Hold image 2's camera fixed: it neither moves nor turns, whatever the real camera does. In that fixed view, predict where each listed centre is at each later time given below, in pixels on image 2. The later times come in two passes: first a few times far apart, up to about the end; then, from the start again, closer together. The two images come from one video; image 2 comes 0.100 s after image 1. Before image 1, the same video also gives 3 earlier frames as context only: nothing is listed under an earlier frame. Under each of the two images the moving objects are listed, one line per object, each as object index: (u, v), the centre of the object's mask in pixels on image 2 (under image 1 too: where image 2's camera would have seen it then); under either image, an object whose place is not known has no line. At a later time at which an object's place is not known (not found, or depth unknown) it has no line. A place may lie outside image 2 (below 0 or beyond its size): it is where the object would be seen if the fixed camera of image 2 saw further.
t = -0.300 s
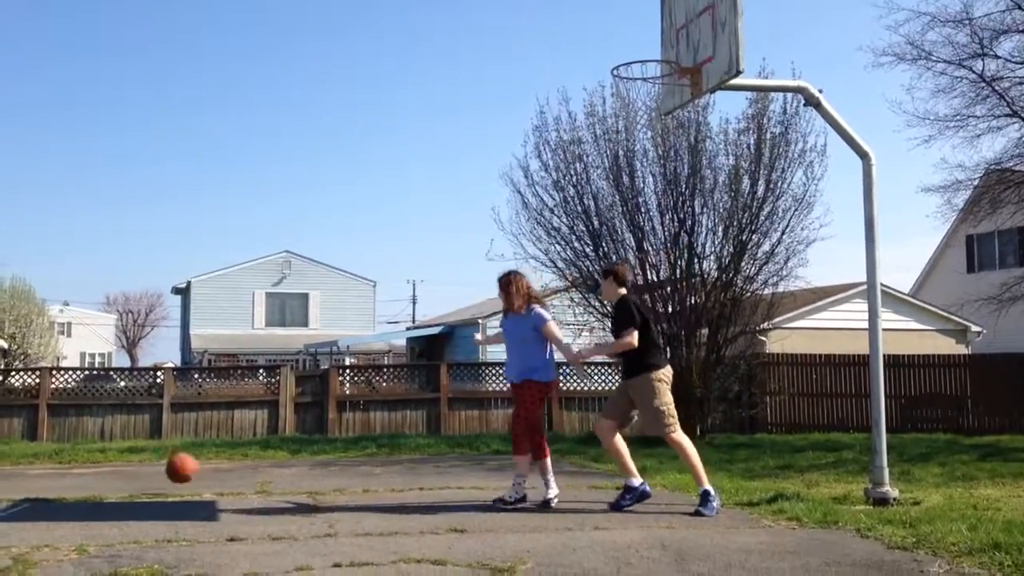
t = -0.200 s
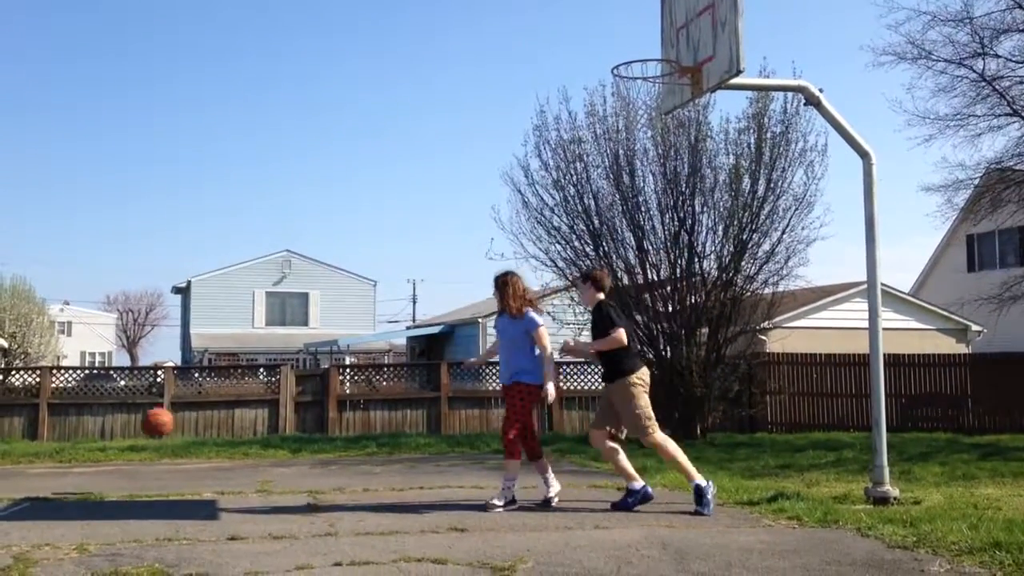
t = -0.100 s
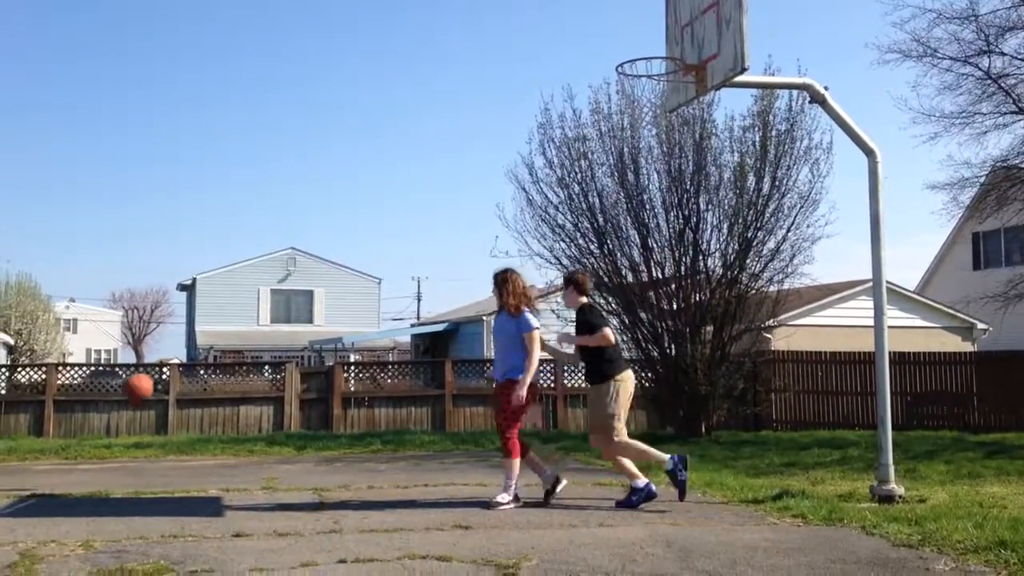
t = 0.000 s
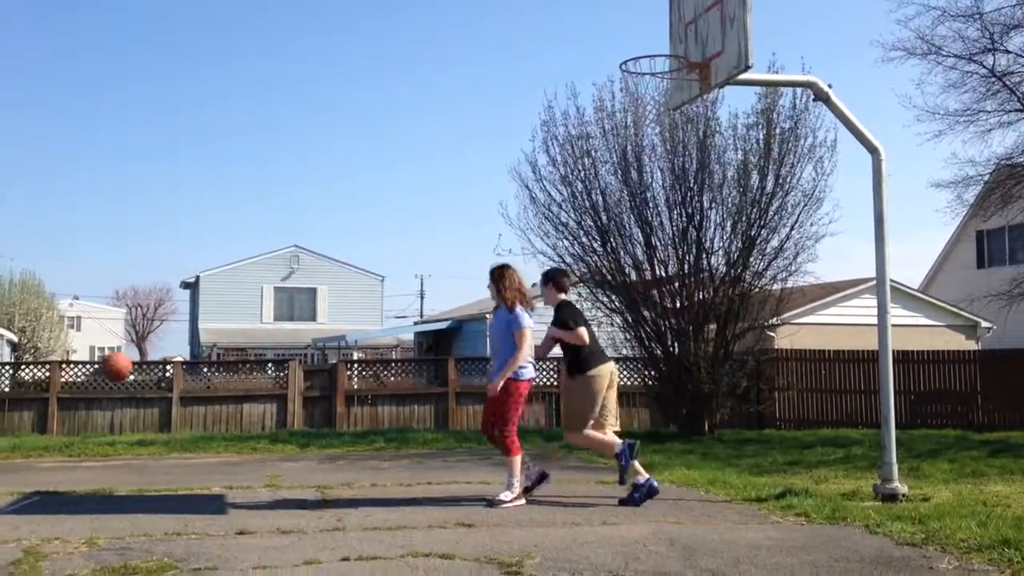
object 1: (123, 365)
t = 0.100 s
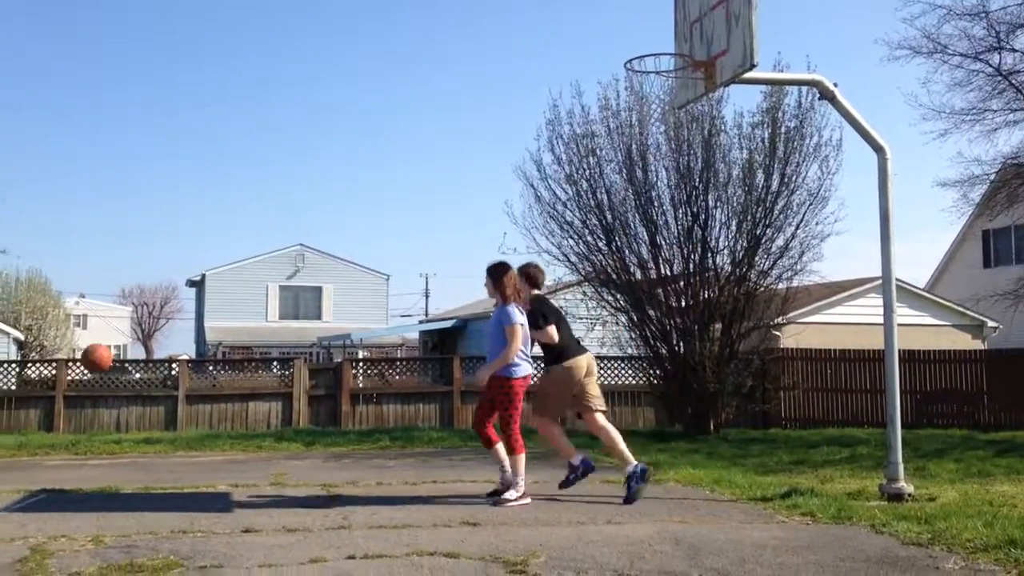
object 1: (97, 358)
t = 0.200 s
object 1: (72, 363)
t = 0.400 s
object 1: (23, 409)
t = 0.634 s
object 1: (-29, 432)
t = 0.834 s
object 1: (-74, 390)
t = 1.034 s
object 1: (-119, 392)
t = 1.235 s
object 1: (-164, 439)
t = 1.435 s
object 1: (-201, 425)
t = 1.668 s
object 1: (-239, 398)
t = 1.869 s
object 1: (-276, 422)
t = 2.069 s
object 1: (-315, 445)
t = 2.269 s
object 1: (-342, 415)
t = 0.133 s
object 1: (88, 358)
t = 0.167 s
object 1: (80, 360)
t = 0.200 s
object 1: (72, 363)
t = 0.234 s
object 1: (64, 367)
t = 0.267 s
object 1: (54, 373)
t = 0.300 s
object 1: (47, 380)
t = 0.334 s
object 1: (39, 386)
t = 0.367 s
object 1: (32, 398)
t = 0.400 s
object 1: (23, 409)
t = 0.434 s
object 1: (14, 421)
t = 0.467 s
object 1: (6, 435)
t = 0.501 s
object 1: (-3, 449)
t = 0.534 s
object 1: (-9, 465)
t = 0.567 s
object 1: (-15, 457)
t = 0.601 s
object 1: (-21, 444)
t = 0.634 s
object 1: (-29, 432)
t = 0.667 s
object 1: (-36, 422)
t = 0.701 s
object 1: (-43, 414)
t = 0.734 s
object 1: (-51, 404)
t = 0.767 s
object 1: (-58, 399)
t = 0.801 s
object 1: (-65, 394)
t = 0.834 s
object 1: (-74, 390)
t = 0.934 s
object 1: (-98, 386)
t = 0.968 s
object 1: (-106, 388)
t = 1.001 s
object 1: (-112, 388)
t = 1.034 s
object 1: (-119, 392)
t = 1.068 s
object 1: (-127, 396)
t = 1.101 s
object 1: (-134, 403)
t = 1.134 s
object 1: (-141, 410)
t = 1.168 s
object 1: (-149, 418)
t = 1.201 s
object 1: (-157, 429)
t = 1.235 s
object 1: (-164, 439)
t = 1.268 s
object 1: (-174, 453)
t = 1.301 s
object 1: (-181, 466)
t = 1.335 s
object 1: (-185, 454)
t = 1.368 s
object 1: (-191, 443)
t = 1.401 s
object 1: (-197, 433)
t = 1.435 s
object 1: (-201, 425)
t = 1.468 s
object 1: (-208, 418)
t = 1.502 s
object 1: (-210, 411)
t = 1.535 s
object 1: (-216, 405)
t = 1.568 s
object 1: (-221, 401)
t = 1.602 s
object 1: (-227, 399)
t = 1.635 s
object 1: (-232, 398)
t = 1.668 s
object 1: (-239, 398)
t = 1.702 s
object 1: (-246, 399)
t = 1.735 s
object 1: (-253, 402)
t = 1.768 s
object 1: (-259, 404)
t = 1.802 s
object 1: (-265, 410)
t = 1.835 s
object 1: (-272, 416)
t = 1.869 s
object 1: (-276, 422)
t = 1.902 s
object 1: (-284, 432)
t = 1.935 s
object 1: (-290, 440)
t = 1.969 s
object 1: (-298, 452)
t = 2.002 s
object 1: (-305, 463)
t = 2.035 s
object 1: (-309, 454)
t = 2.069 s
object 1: (-315, 445)
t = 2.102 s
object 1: (-319, 436)
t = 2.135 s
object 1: (-323, 430)
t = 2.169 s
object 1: (-327, 425)
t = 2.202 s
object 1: (-334, 421)
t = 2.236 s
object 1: (-339, 418)
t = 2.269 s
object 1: (-342, 415)
